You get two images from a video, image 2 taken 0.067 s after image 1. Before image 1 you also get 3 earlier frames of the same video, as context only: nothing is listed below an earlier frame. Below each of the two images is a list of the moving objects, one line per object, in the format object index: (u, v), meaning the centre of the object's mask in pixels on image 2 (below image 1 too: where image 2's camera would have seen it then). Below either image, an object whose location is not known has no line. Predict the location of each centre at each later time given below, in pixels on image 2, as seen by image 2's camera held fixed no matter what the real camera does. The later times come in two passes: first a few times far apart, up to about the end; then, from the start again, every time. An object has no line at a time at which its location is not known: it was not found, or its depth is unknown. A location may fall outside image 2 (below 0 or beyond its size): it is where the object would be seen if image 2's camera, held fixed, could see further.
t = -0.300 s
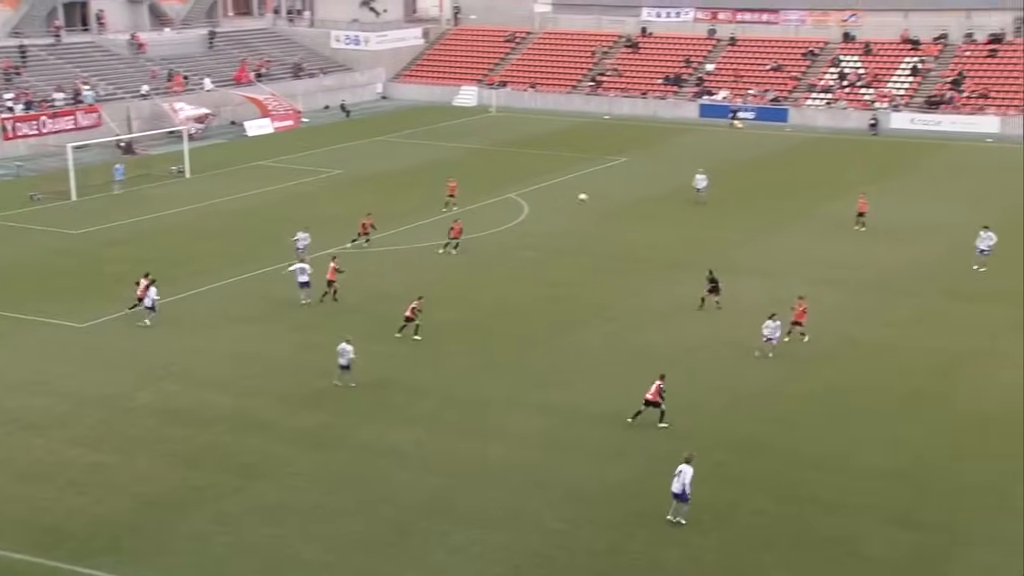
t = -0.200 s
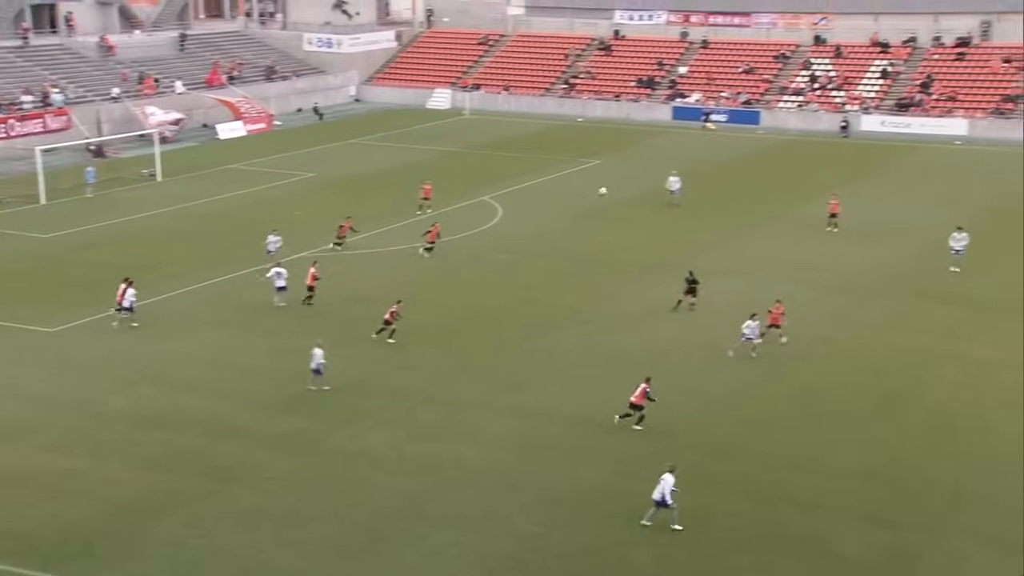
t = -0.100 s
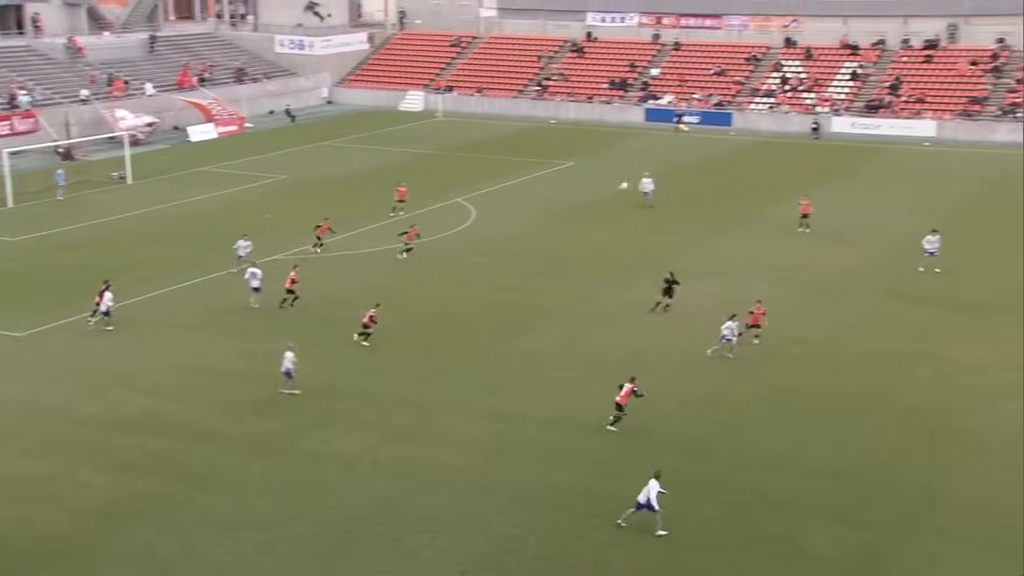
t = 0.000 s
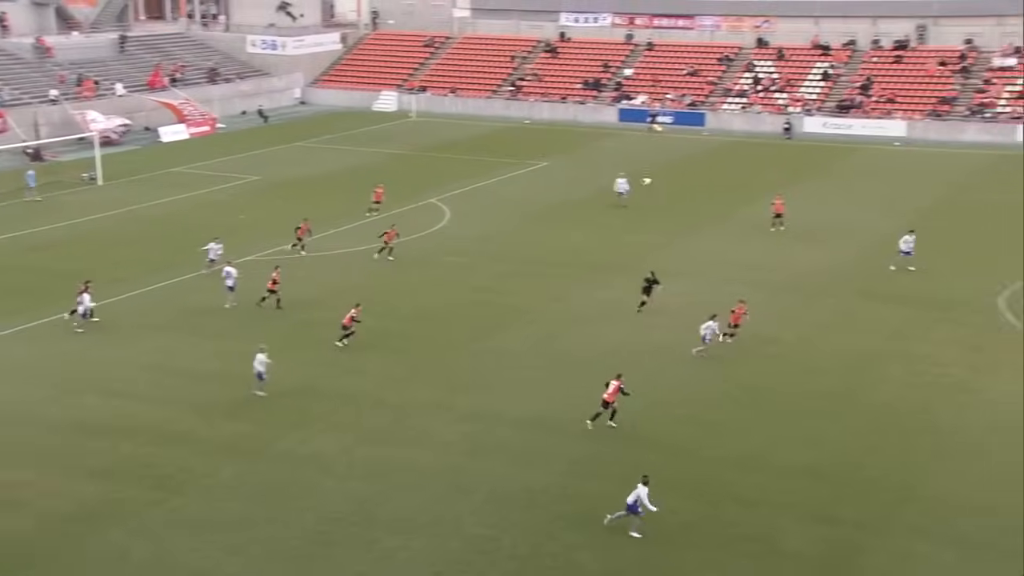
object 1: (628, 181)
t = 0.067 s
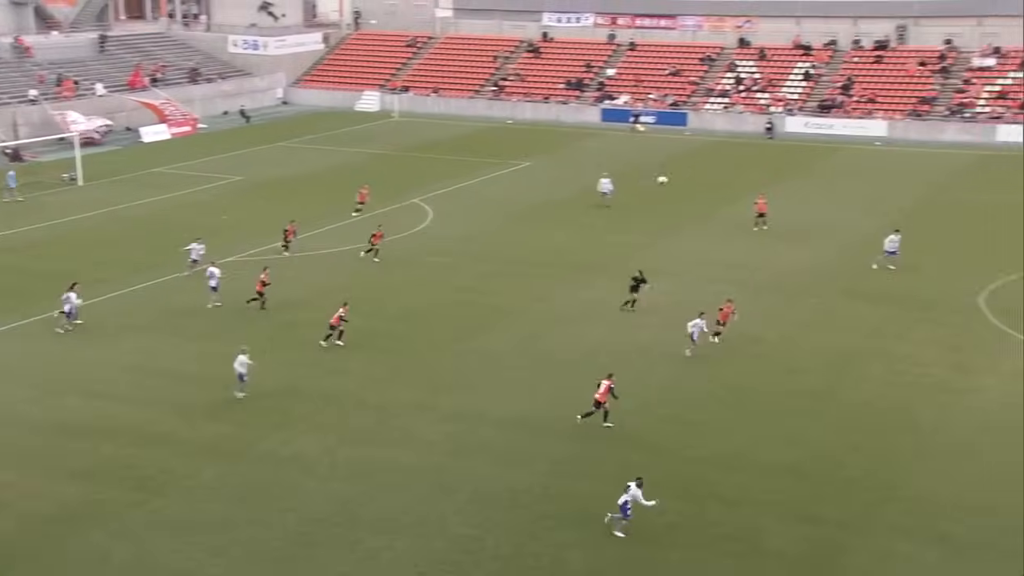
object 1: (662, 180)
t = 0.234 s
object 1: (747, 181)
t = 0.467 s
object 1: (874, 198)
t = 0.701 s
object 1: (1016, 237)
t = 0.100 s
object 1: (678, 180)
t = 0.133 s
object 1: (695, 180)
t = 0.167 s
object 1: (712, 180)
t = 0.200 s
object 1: (729, 180)
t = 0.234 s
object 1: (747, 181)
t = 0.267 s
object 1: (764, 183)
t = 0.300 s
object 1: (782, 185)
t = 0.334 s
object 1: (800, 186)
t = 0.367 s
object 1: (818, 189)
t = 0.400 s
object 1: (837, 192)
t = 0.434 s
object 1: (856, 195)
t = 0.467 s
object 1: (874, 198)
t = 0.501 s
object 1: (894, 202)
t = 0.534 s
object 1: (914, 208)
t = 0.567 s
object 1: (934, 212)
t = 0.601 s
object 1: (954, 217)
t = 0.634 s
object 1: (974, 224)
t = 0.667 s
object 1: (994, 230)
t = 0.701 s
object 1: (1016, 237)
